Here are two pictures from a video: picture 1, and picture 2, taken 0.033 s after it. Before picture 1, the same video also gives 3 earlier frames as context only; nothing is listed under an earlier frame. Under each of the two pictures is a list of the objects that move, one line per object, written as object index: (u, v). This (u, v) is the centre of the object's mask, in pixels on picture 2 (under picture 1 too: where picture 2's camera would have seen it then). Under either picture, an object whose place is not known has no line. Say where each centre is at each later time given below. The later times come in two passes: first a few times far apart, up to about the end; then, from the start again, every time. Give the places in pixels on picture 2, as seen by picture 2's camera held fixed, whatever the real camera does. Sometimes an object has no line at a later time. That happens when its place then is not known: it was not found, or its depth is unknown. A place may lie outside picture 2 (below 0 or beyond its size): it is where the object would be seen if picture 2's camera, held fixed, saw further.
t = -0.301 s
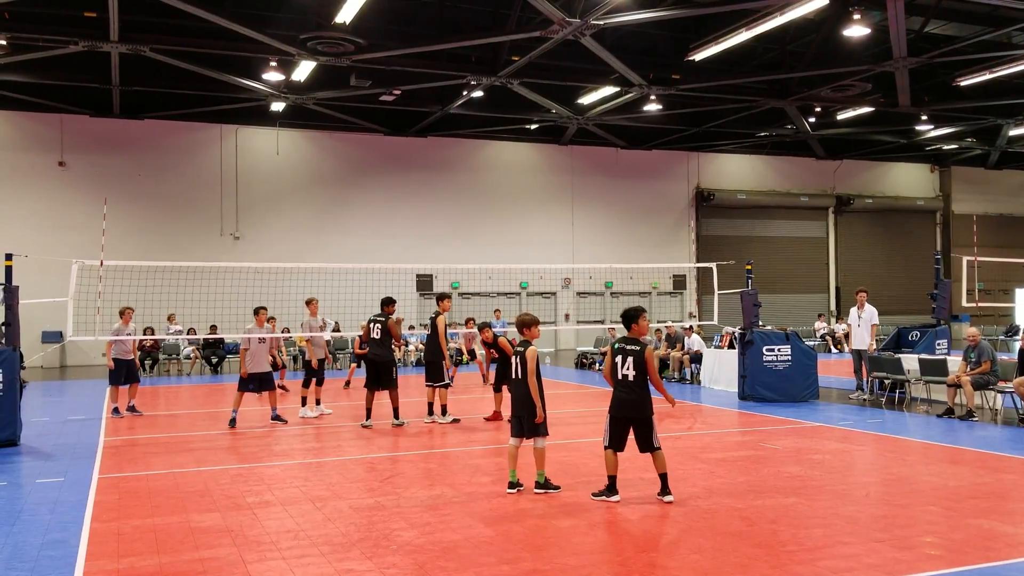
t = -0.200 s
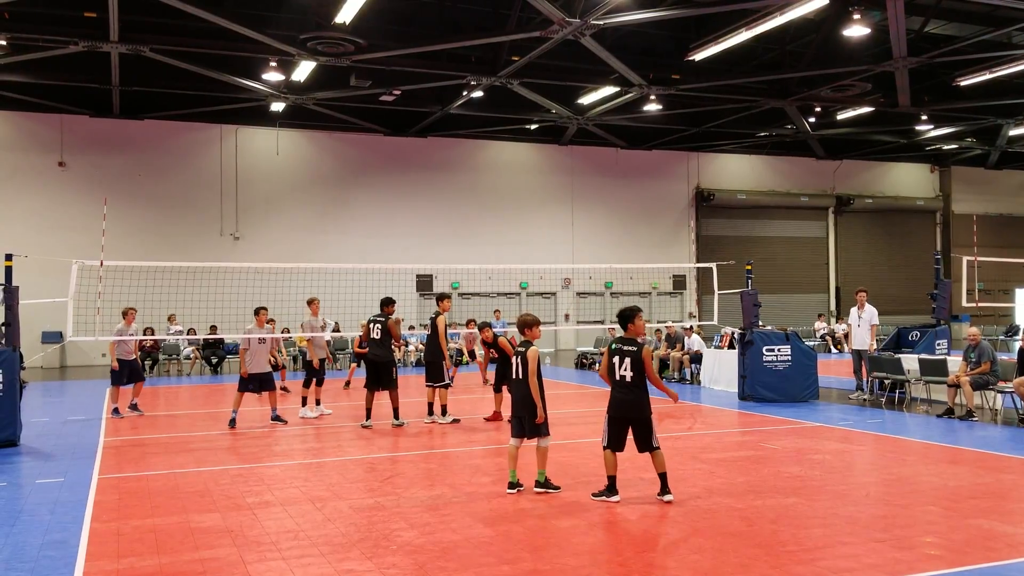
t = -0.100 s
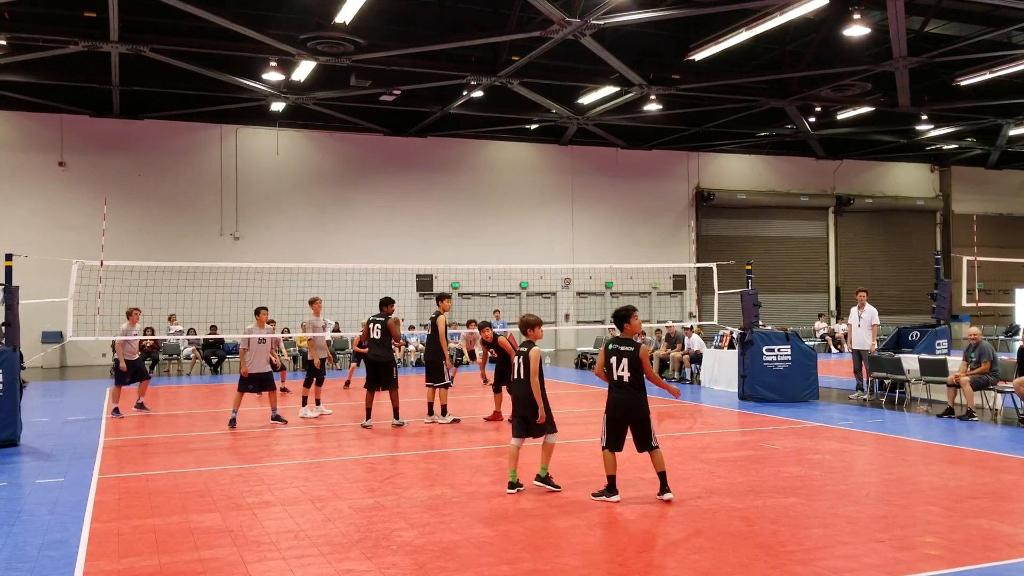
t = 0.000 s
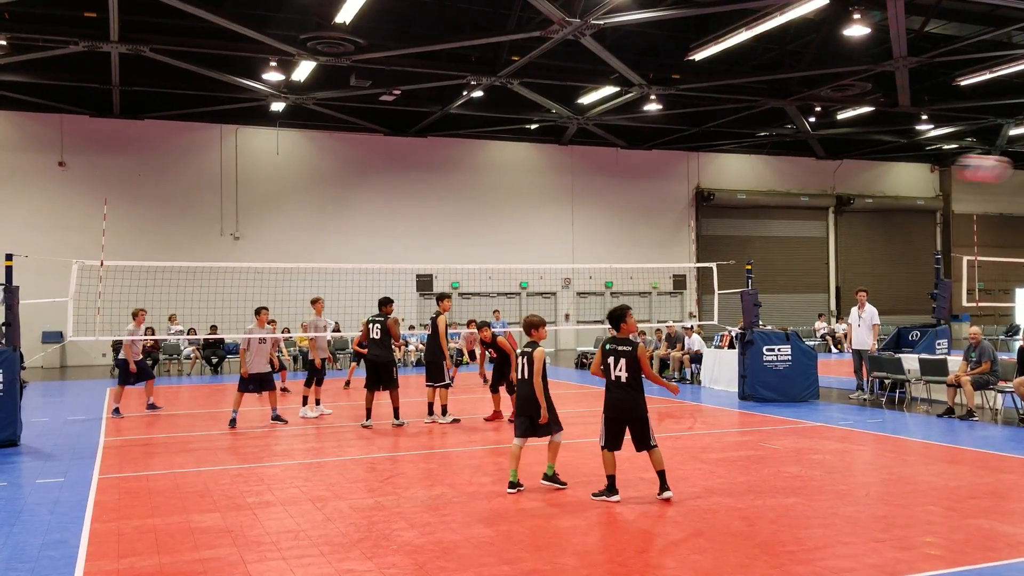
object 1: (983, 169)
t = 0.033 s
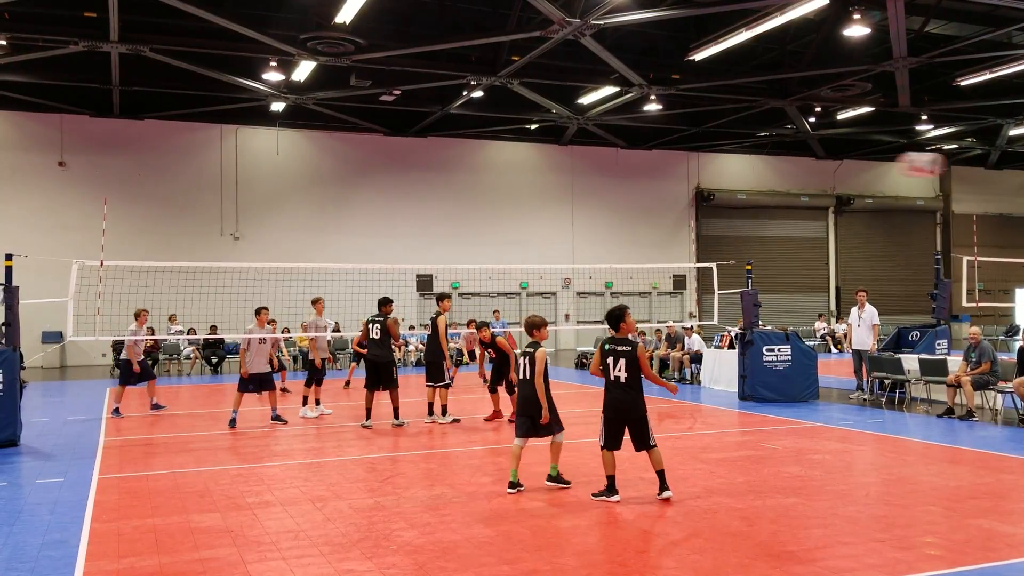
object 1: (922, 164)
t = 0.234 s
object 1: (650, 178)
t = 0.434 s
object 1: (489, 223)
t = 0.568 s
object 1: (409, 264)
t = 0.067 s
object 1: (864, 163)
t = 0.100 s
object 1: (812, 164)
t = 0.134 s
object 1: (765, 165)
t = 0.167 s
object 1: (721, 169)
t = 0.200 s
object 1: (683, 173)
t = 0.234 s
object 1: (650, 178)
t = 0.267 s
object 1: (618, 184)
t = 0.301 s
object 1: (588, 190)
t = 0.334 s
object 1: (560, 198)
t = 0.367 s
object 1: (535, 206)
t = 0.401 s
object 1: (510, 214)
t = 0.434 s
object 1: (489, 223)
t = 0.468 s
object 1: (467, 233)
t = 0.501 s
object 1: (446, 243)
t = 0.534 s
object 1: (427, 253)
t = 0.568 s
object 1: (409, 264)
